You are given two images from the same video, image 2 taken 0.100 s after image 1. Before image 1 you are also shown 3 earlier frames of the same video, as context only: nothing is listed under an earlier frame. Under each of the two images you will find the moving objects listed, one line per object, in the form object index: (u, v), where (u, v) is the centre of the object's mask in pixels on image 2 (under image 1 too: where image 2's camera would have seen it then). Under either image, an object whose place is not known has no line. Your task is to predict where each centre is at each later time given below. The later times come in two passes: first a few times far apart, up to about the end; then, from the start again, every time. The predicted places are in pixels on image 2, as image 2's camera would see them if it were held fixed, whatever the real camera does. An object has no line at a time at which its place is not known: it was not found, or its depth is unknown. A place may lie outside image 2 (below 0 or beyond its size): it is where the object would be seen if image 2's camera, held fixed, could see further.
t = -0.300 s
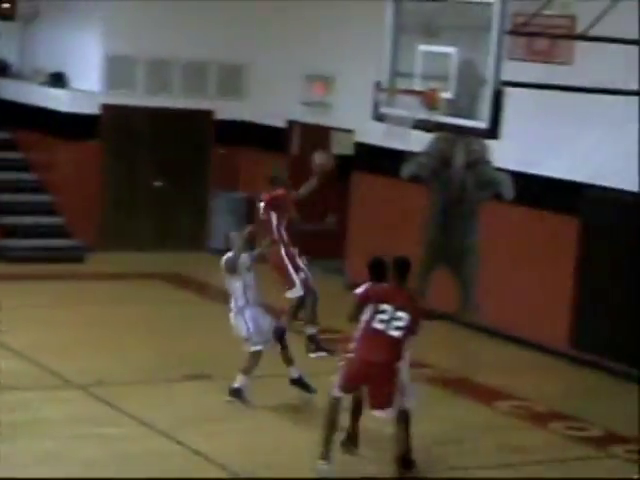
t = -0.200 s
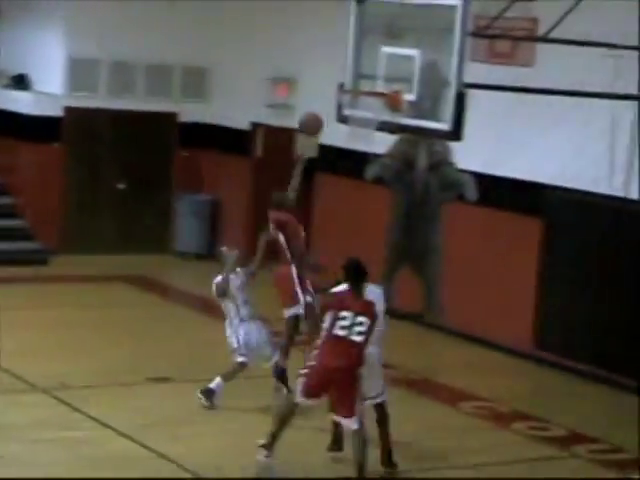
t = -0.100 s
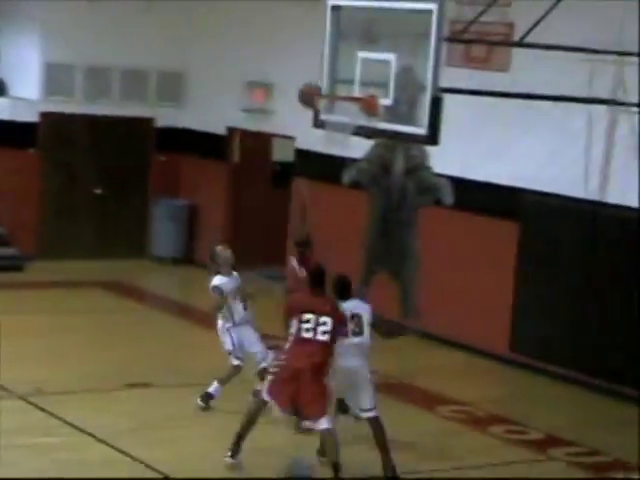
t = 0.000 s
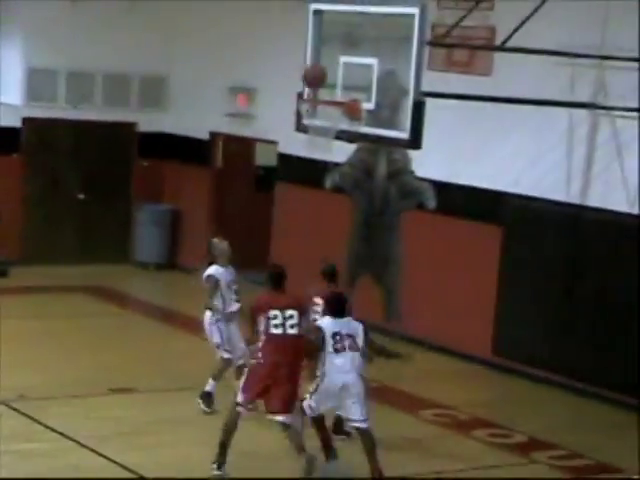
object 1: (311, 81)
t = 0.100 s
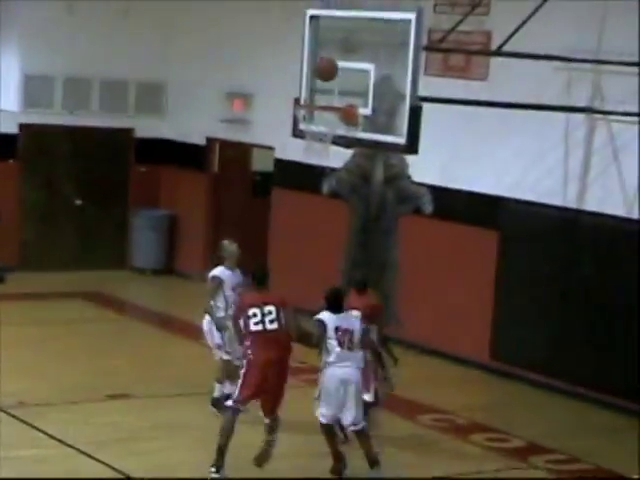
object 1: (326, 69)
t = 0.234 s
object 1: (323, 66)
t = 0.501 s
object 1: (313, 89)
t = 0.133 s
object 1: (326, 66)
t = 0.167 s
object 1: (324, 65)
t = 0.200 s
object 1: (324, 64)
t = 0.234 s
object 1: (323, 66)
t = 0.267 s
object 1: (323, 67)
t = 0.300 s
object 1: (320, 71)
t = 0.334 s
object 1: (318, 76)
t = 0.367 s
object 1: (317, 82)
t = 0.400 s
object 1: (315, 88)
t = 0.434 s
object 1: (313, 95)
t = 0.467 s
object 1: (313, 93)
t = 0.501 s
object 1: (313, 89)
